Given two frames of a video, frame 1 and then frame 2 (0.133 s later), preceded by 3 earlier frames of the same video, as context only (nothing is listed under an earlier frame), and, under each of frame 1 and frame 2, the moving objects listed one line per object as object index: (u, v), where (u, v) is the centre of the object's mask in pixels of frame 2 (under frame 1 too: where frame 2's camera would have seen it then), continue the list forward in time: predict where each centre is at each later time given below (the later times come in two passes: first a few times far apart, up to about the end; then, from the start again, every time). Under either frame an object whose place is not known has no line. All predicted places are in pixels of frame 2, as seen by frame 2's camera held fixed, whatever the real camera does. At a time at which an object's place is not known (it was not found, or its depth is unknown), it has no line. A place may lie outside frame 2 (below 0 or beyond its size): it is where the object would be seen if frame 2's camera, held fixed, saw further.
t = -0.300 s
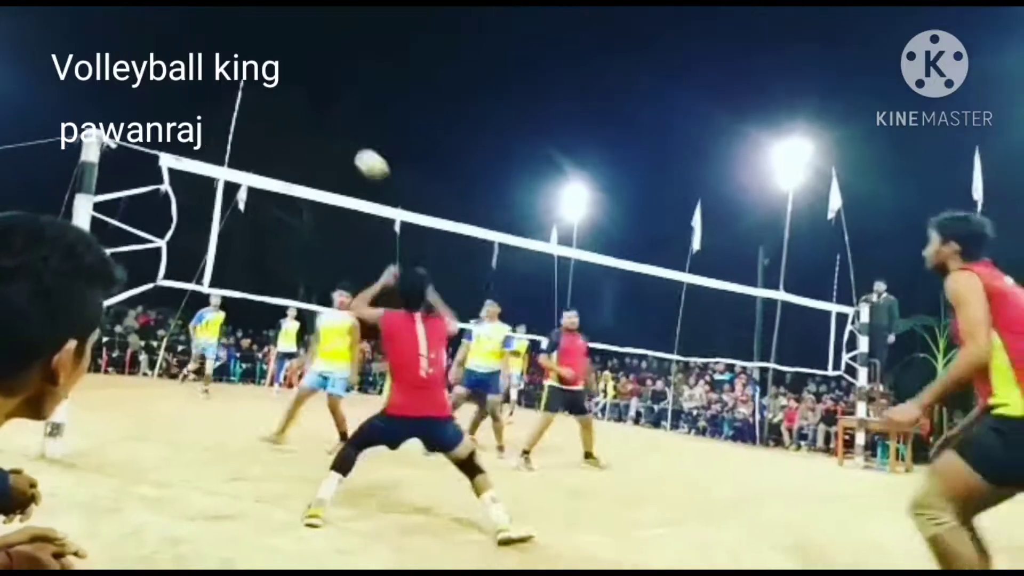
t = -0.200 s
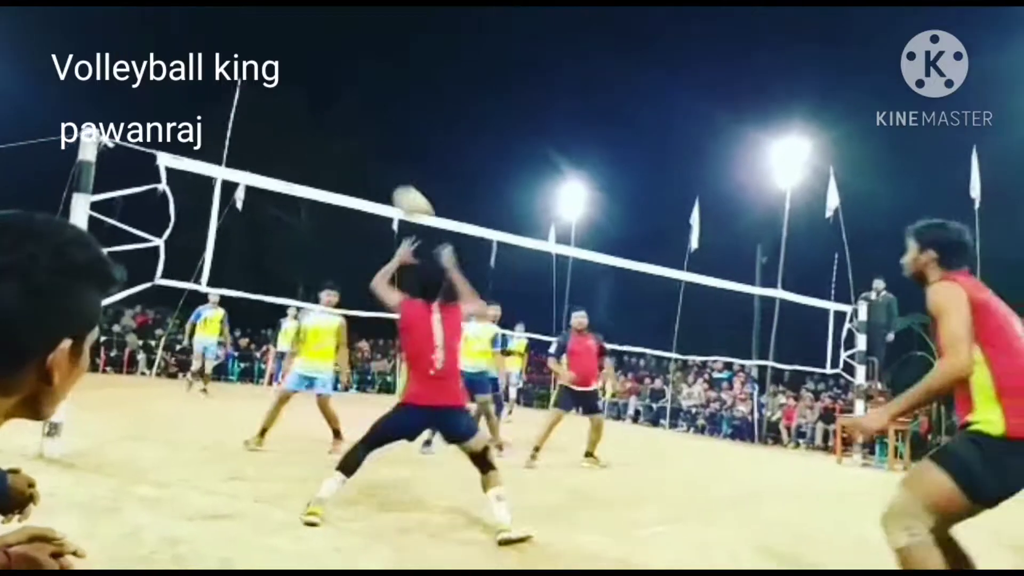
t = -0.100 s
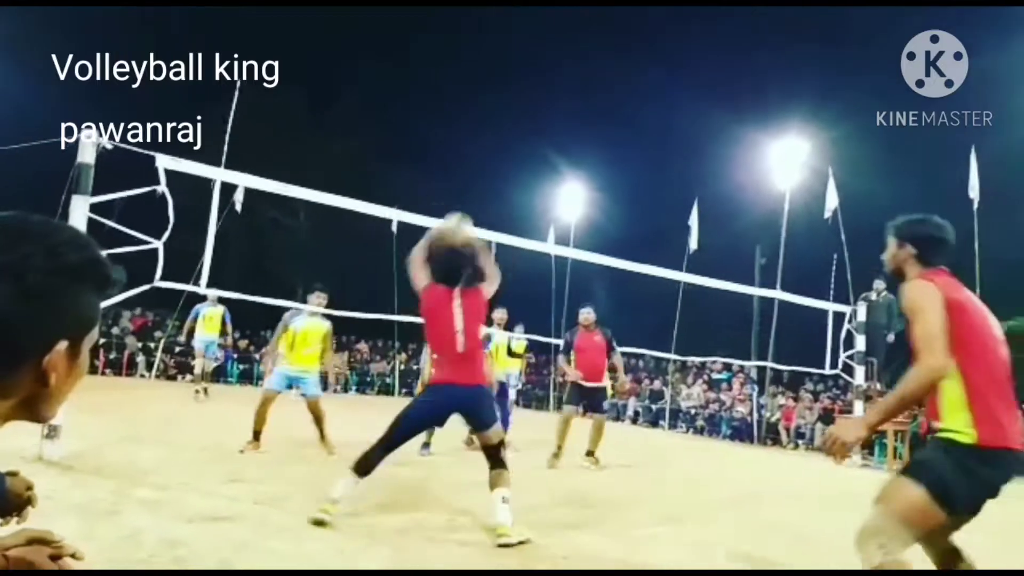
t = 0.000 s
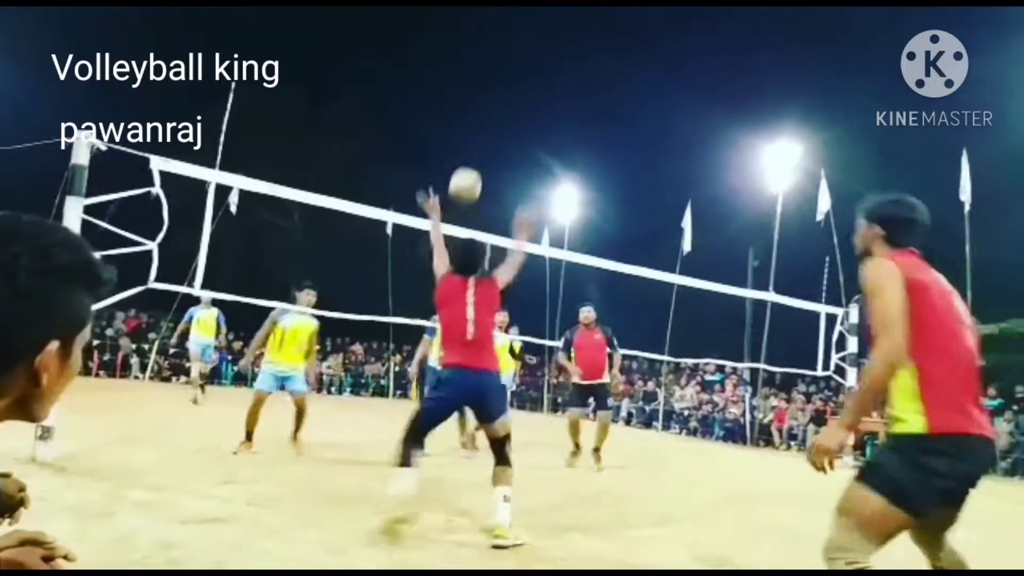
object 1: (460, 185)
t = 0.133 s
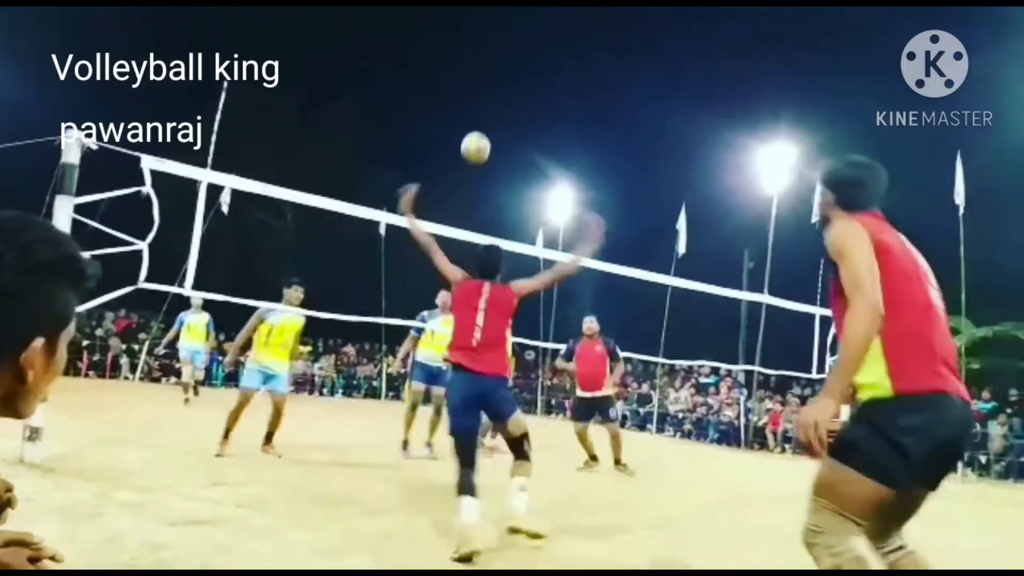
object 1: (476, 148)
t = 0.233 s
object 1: (485, 135)
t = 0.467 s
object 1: (501, 153)
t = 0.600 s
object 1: (507, 187)
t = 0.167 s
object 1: (479, 143)
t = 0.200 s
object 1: (482, 139)
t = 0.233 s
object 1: (485, 135)
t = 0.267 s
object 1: (488, 134)
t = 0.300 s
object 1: (490, 133)
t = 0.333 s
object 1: (493, 135)
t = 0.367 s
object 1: (495, 138)
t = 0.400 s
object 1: (498, 142)
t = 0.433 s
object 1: (500, 147)
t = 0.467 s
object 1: (501, 153)
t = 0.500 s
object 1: (503, 161)
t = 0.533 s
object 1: (504, 169)
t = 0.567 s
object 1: (505, 178)
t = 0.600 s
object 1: (507, 187)
